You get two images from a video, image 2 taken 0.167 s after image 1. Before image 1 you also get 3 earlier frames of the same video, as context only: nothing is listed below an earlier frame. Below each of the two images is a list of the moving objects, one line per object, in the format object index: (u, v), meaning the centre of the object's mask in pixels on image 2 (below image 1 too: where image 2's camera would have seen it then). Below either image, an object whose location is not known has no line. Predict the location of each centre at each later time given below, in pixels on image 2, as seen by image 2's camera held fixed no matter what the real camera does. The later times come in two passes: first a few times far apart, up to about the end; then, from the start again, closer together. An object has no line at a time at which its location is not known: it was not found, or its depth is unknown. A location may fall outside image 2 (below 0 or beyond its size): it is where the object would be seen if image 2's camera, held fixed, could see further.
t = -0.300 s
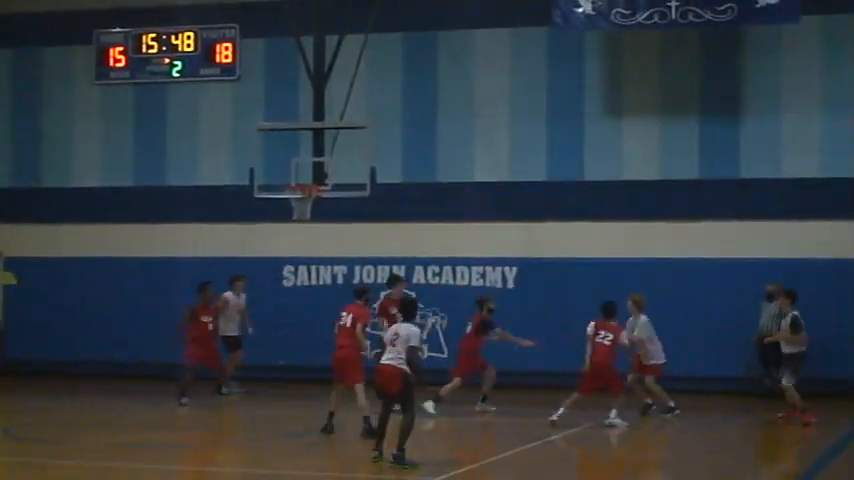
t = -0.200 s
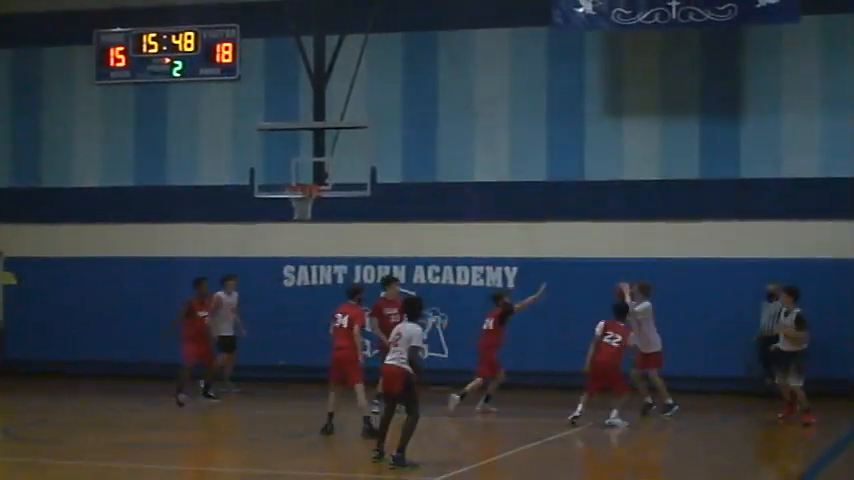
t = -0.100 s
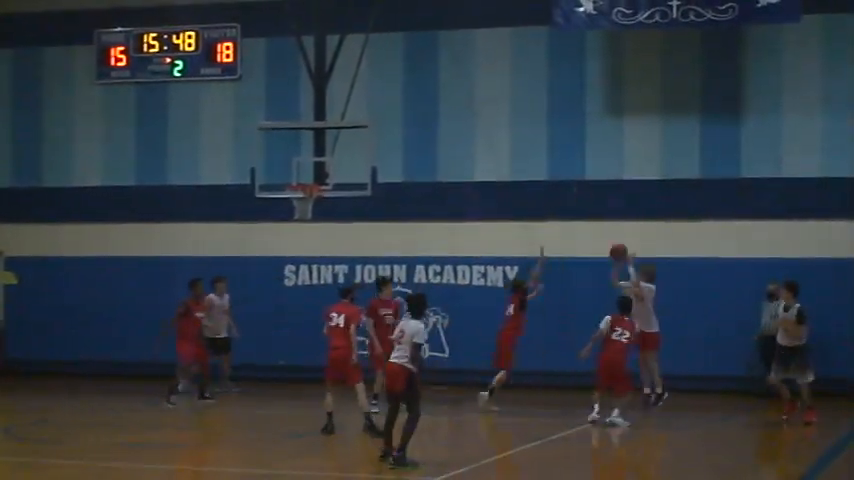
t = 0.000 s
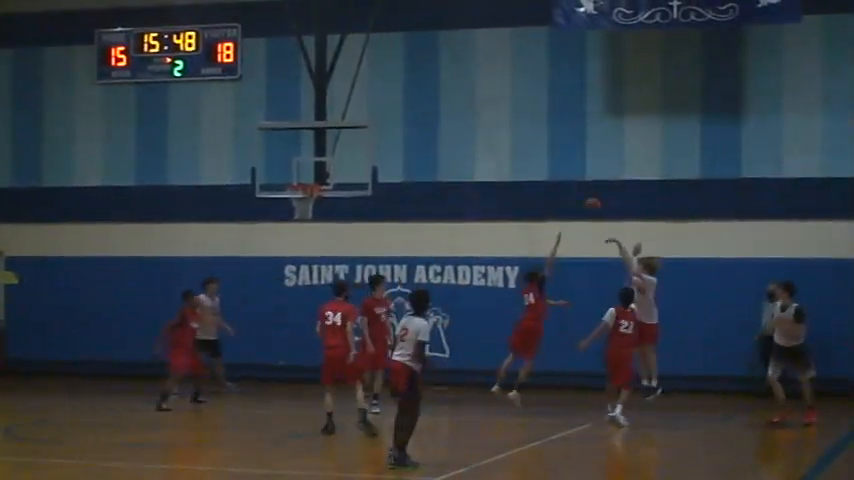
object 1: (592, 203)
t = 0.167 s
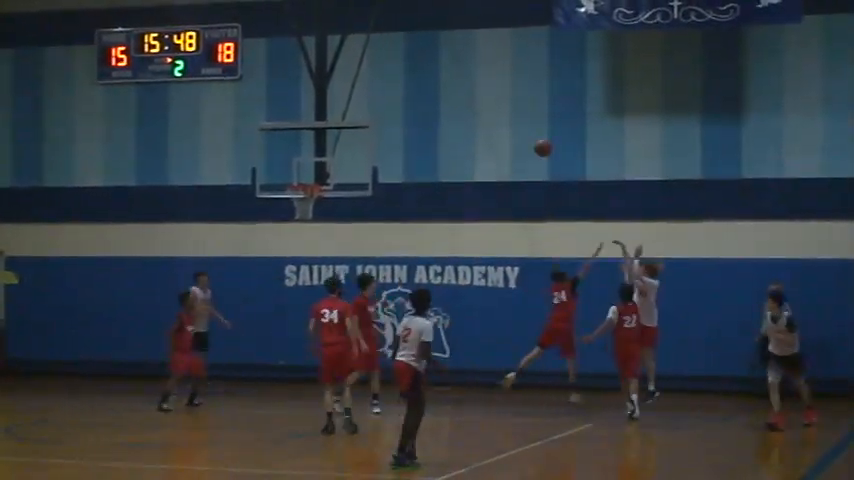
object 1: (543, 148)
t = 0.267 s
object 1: (513, 122)
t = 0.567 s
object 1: (430, 92)
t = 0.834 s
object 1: (358, 121)
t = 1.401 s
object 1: (282, 159)
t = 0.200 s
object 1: (533, 138)
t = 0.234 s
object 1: (523, 130)
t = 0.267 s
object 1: (513, 122)
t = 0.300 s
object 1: (504, 116)
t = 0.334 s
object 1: (494, 110)
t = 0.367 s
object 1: (484, 105)
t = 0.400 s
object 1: (475, 101)
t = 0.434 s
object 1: (467, 98)
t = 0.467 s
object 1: (457, 95)
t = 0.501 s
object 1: (447, 93)
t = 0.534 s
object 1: (439, 92)
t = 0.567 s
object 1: (430, 92)
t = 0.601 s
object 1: (421, 93)
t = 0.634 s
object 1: (412, 94)
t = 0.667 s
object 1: (402, 97)
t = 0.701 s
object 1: (395, 100)
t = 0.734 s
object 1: (385, 105)
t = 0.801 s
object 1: (367, 115)
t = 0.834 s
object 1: (358, 121)
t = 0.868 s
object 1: (349, 127)
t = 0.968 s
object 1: (323, 152)
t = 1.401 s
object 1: (282, 159)
